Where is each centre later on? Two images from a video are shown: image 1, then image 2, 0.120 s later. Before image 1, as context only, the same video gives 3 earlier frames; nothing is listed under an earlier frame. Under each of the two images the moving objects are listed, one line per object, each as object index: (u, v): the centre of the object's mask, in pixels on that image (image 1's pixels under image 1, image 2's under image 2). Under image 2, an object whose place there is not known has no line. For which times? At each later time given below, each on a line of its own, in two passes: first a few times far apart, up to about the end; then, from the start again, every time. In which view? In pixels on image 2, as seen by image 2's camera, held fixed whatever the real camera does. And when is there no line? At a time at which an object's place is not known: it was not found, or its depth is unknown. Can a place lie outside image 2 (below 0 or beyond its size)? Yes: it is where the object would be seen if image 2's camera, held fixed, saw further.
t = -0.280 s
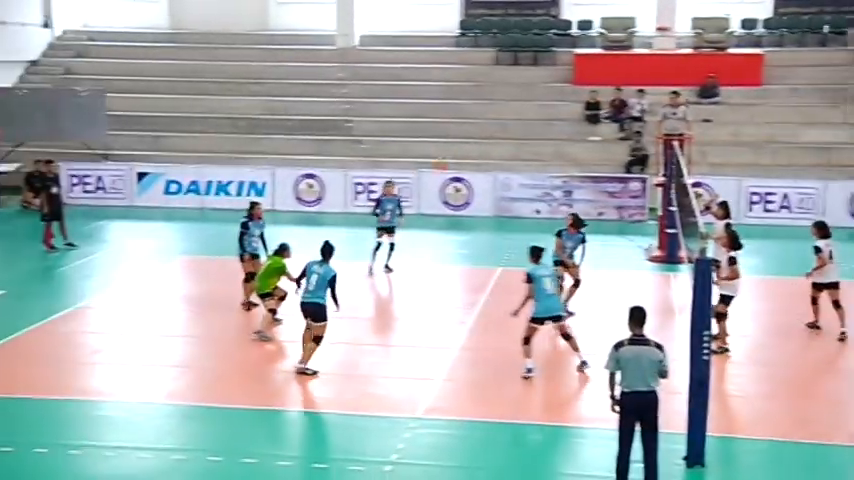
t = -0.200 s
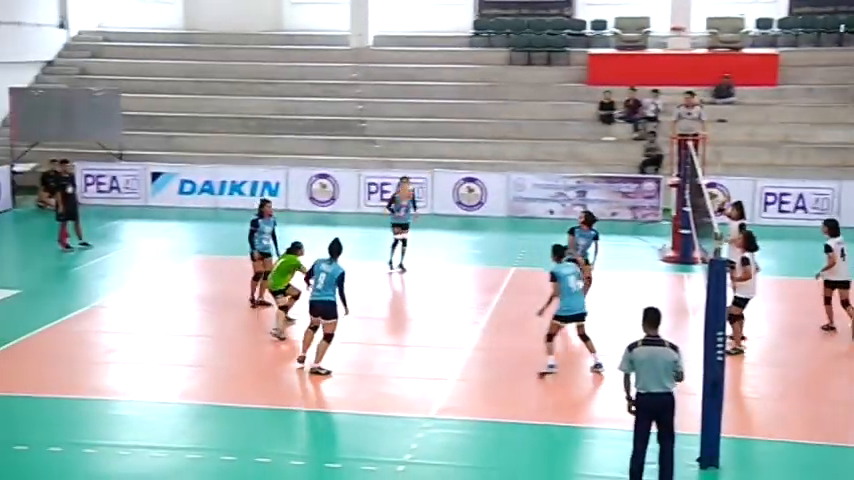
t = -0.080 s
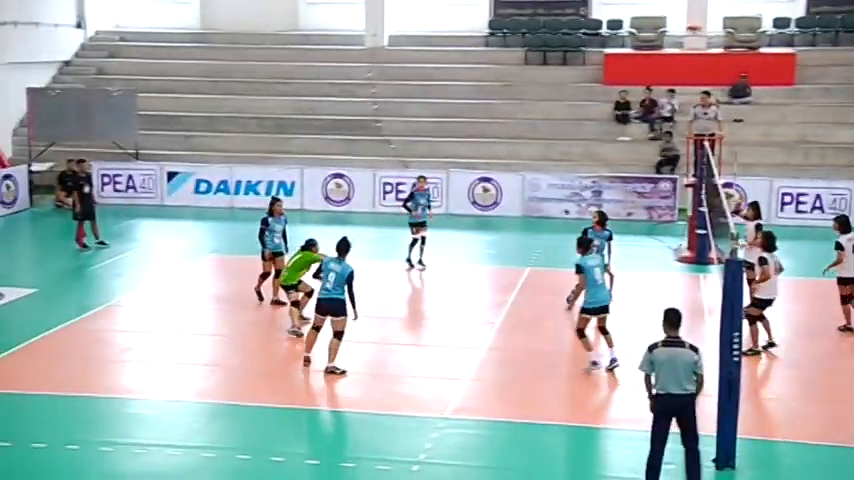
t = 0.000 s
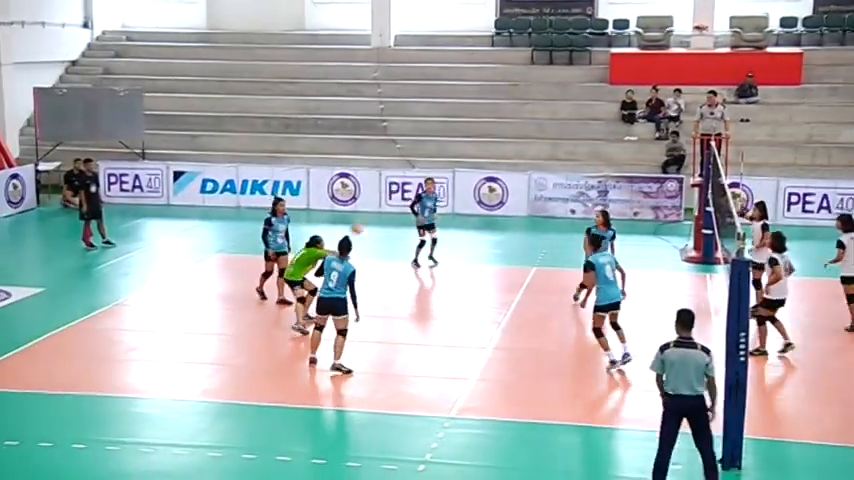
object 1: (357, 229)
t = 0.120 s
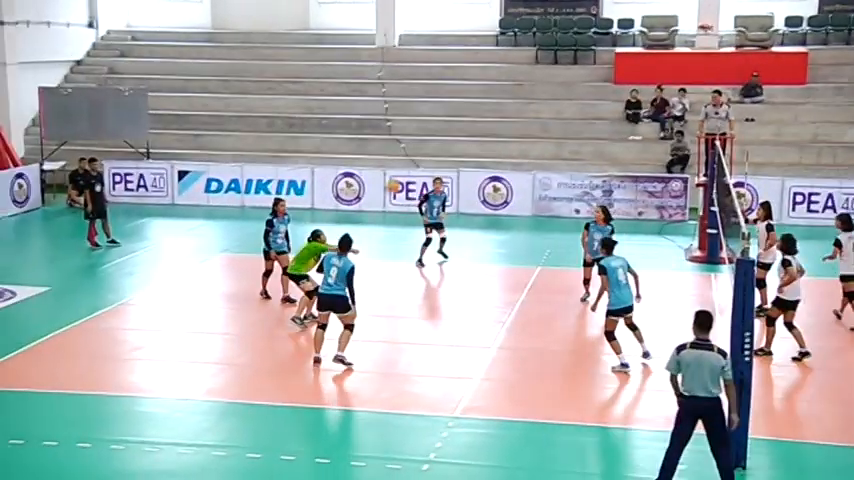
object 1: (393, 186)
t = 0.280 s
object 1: (436, 143)
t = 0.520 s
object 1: (499, 111)
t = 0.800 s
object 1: (573, 124)
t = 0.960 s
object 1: (615, 157)
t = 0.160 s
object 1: (404, 172)
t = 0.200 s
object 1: (414, 163)
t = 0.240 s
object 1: (426, 151)
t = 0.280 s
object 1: (436, 143)
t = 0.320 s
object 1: (448, 134)
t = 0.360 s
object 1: (457, 128)
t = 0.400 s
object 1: (468, 121)
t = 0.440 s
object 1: (478, 117)
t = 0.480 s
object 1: (489, 113)
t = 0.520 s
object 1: (499, 111)
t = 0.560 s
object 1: (511, 109)
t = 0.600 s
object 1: (520, 109)
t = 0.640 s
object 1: (531, 109)
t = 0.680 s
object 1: (542, 112)
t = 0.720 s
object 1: (553, 114)
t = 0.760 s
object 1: (563, 118)
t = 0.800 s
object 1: (573, 124)
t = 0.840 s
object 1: (583, 130)
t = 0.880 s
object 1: (594, 138)
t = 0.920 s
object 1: (604, 146)
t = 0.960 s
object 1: (615, 157)
